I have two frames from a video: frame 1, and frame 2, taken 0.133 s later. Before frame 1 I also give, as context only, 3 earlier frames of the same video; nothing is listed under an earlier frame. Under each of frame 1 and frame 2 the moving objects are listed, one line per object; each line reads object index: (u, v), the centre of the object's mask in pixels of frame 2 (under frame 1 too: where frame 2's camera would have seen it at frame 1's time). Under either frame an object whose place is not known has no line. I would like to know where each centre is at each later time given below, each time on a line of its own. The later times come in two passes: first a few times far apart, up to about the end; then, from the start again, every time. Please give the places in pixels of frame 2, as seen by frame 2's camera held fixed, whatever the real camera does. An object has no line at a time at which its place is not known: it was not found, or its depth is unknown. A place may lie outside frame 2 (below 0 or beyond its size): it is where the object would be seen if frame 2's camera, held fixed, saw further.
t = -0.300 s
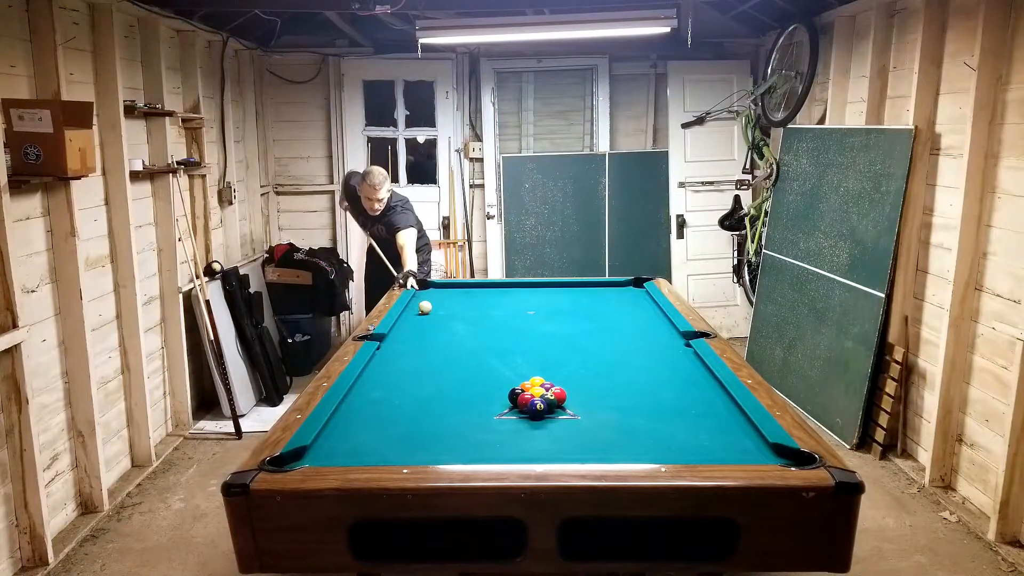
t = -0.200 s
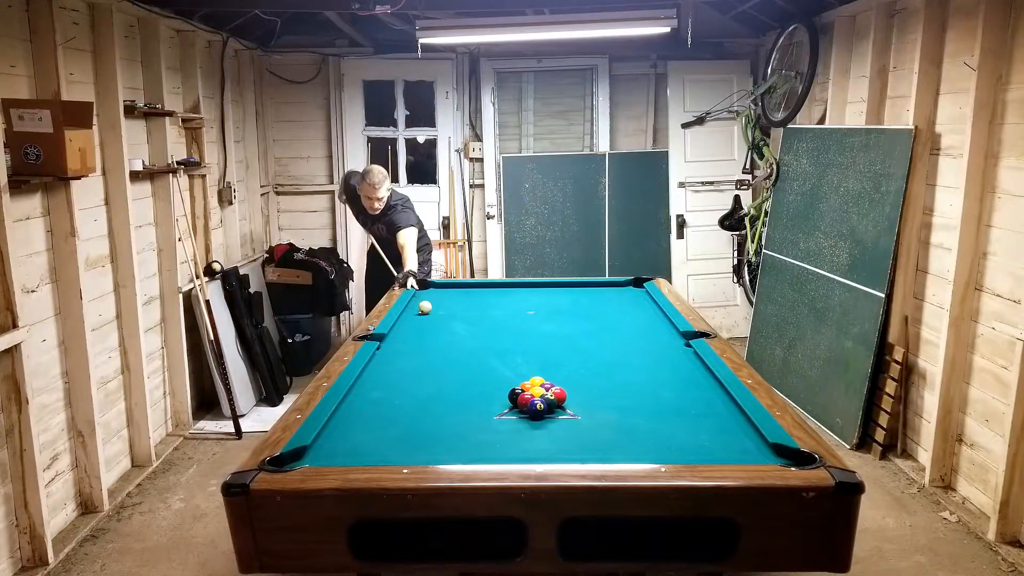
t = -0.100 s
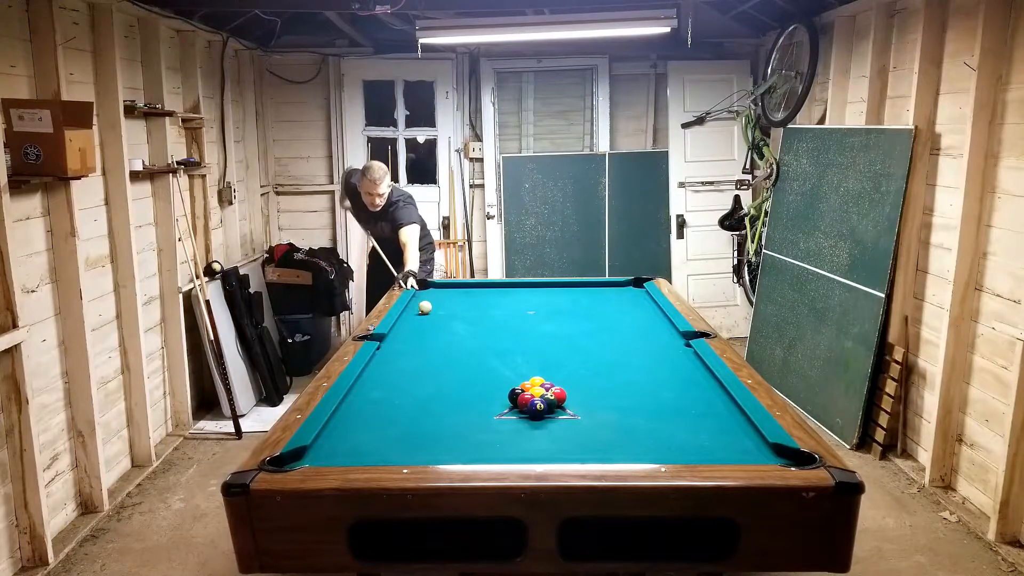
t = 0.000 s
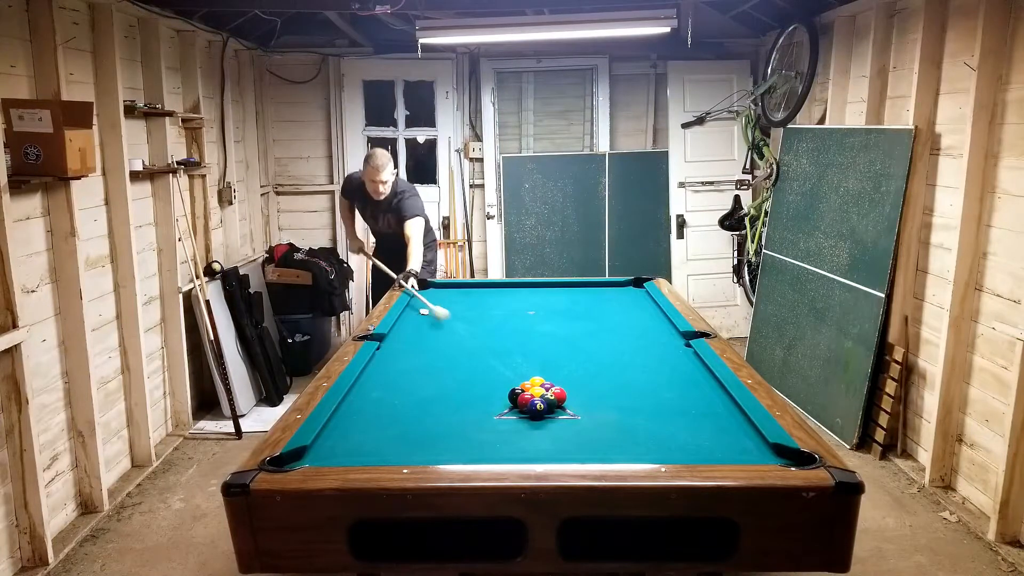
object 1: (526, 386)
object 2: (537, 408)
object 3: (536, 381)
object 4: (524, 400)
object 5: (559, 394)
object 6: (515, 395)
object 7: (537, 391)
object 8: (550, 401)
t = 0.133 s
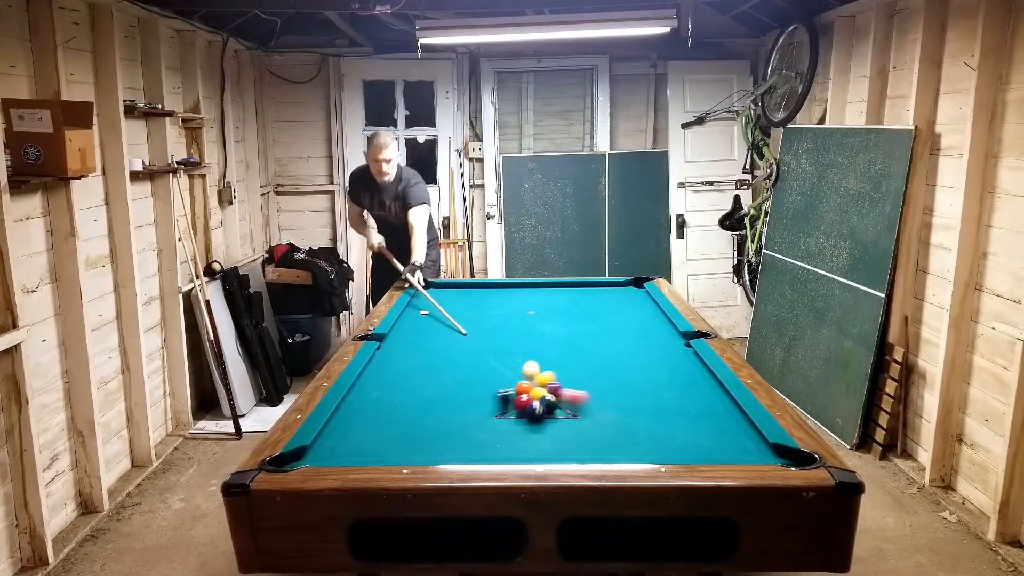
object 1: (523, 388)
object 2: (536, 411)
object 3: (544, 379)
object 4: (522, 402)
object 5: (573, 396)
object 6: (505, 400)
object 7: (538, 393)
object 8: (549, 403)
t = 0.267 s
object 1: (504, 386)
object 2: (522, 450)
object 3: (609, 371)
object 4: (493, 427)
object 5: (748, 432)
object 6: (383, 423)
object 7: (551, 400)
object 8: (554, 416)
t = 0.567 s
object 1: (467, 378)
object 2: (509, 401)
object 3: (678, 354)
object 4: (452, 440)
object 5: (519, 446)
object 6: (429, 445)
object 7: (579, 413)
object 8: (567, 445)
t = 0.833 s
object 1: (437, 371)
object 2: (502, 368)
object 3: (626, 342)
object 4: (441, 417)
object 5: (476, 413)
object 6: (441, 438)
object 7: (603, 422)
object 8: (571, 442)
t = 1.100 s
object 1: (410, 366)
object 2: (497, 343)
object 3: (583, 332)
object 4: (432, 400)
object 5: (458, 385)
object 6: (454, 418)
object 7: (627, 432)
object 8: (572, 427)
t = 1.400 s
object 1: (383, 360)
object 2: (492, 321)
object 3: (541, 322)
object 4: (423, 383)
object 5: (441, 360)
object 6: (466, 399)
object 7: (654, 441)
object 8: (572, 412)
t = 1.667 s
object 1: (389, 357)
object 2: (489, 306)
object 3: (510, 314)
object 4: (417, 370)
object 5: (429, 342)
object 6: (475, 384)
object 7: (676, 448)
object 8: (572, 401)
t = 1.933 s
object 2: (486, 293)
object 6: (483, 372)
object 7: (689, 449)
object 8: (572, 392)
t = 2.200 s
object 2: (484, 286)
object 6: (490, 362)
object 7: (695, 446)
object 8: (572, 384)
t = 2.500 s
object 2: (479, 293)
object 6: (495, 352)
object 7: (700, 444)
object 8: (571, 376)
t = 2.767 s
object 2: (475, 300)
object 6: (500, 345)
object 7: (702, 443)
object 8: (570, 370)
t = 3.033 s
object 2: (472, 307)
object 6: (503, 338)
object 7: (703, 442)
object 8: (570, 365)
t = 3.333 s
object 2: (468, 314)
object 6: (507, 332)
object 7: (703, 440)
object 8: (570, 360)
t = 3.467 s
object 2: (467, 318)
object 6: (508, 329)
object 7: (703, 440)
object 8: (570, 358)
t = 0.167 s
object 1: (519, 389)
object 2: (533, 422)
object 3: (562, 373)
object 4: (516, 409)
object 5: (617, 405)
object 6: (475, 405)
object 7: (541, 396)
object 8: (549, 408)
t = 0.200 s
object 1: (514, 388)
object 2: (529, 433)
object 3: (578, 369)
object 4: (509, 415)
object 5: (662, 414)
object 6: (445, 411)
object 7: (545, 396)
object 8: (550, 411)
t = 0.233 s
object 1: (509, 387)
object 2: (526, 444)
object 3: (594, 369)
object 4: (501, 422)
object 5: (709, 422)
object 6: (413, 417)
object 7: (548, 398)
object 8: (552, 413)
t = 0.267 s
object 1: (504, 386)
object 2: (522, 450)
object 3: (609, 371)
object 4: (493, 427)
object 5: (748, 432)
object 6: (383, 423)
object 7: (551, 400)
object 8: (554, 416)
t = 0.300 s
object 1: (500, 385)
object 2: (520, 446)
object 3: (624, 369)
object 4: (486, 433)
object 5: (721, 436)
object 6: (351, 429)
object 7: (555, 402)
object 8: (555, 420)
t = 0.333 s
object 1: (496, 384)
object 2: (518, 440)
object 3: (636, 368)
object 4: (479, 438)
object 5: (694, 439)
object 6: (329, 435)
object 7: (558, 403)
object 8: (557, 423)
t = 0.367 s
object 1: (491, 384)
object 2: (517, 433)
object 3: (649, 366)
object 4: (472, 444)
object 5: (668, 443)
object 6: (345, 437)
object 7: (561, 405)
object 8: (558, 426)
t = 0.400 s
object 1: (487, 383)
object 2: (515, 428)
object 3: (660, 364)
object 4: (464, 448)
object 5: (641, 446)
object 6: (361, 438)
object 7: (564, 407)
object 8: (559, 429)
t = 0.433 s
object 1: (483, 382)
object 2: (514, 422)
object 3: (670, 362)
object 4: (457, 451)
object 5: (616, 448)
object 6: (375, 440)
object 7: (567, 408)
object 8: (561, 433)
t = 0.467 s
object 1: (478, 381)
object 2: (513, 417)
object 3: (680, 360)
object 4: (456, 448)
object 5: (591, 449)
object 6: (389, 442)
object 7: (570, 409)
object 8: (562, 436)
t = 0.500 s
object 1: (475, 380)
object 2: (512, 411)
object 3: (690, 358)
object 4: (455, 446)
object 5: (566, 448)
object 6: (402, 442)
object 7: (573, 410)
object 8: (564, 435)
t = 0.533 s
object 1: (470, 379)
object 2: (510, 406)
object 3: (687, 356)
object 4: (453, 443)
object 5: (542, 447)
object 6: (416, 444)
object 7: (576, 411)
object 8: (566, 443)
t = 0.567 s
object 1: (467, 378)
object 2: (509, 401)
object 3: (678, 354)
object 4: (452, 440)
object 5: (519, 446)
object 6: (429, 445)
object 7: (579, 413)
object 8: (567, 445)
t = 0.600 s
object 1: (463, 377)
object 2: (509, 397)
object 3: (671, 353)
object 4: (452, 434)
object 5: (497, 445)
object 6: (445, 445)
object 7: (582, 414)
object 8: (569, 448)
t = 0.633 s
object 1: (459, 376)
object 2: (507, 392)
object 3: (664, 351)
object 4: (448, 432)
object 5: (477, 443)
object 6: (453, 448)
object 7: (585, 415)
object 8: (570, 450)
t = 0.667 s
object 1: (455, 375)
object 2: (507, 388)
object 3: (657, 350)
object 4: (447, 431)
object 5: (480, 438)
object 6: (443, 450)
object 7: (588, 416)
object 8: (570, 449)
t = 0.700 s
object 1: (451, 374)
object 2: (506, 384)
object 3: (651, 348)
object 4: (446, 428)
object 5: (481, 432)
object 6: (439, 449)
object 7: (591, 418)
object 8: (570, 447)
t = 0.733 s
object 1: (447, 374)
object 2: (505, 380)
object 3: (645, 346)
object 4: (445, 426)
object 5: (481, 427)
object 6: (438, 446)
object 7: (594, 419)
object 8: (571, 446)
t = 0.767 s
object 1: (444, 373)
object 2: (504, 376)
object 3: (638, 345)
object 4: (443, 423)
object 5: (481, 422)
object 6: (438, 444)
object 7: (597, 420)
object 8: (571, 445)
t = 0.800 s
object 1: (440, 372)
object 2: (503, 372)
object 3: (632, 344)
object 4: (442, 420)
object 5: (479, 418)
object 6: (439, 441)
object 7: (600, 421)
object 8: (571, 444)
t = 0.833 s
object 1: (437, 371)
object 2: (502, 368)
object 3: (626, 342)
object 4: (441, 417)
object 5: (476, 413)
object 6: (441, 438)
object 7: (603, 422)
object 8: (571, 442)
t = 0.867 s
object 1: (433, 371)
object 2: (501, 365)
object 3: (620, 341)
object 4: (439, 415)
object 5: (474, 409)
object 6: (443, 435)
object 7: (606, 423)
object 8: (571, 440)
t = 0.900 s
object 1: (430, 370)
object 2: (501, 362)
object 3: (615, 339)
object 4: (438, 413)
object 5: (471, 406)
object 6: (444, 433)
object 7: (609, 424)
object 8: (571, 438)
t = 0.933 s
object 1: (426, 369)
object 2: (500, 358)
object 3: (609, 338)
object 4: (437, 410)
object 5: (469, 402)
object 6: (446, 430)
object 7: (612, 426)
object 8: (571, 436)
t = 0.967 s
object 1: (423, 368)
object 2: (499, 355)
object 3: (604, 337)
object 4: (436, 409)
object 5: (466, 399)
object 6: (448, 428)
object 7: (615, 427)
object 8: (571, 434)
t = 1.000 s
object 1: (419, 368)
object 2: (499, 352)
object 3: (598, 335)
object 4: (435, 406)
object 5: (464, 395)
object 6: (450, 425)
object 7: (618, 428)
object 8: (571, 432)
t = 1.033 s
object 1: (416, 367)
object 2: (498, 349)
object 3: (593, 334)
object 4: (434, 404)
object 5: (462, 392)
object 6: (451, 423)
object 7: (621, 429)
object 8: (572, 430)
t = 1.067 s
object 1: (413, 366)
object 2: (497, 346)
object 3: (588, 333)
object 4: (433, 402)
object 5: (460, 388)
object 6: (453, 420)
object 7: (624, 430)
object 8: (571, 429)
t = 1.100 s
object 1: (410, 366)
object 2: (497, 343)
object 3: (583, 332)
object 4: (432, 400)
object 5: (458, 385)
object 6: (454, 418)
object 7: (627, 432)
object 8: (572, 427)
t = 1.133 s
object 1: (406, 365)
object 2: (496, 341)
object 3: (578, 330)
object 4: (431, 398)
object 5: (456, 382)
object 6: (456, 416)
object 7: (630, 433)
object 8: (572, 425)
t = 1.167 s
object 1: (403, 364)
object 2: (496, 338)
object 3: (573, 329)
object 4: (430, 396)
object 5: (454, 379)
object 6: (457, 413)
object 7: (633, 434)
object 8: (572, 424)
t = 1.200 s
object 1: (400, 364)
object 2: (495, 335)
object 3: (568, 328)
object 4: (429, 394)
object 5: (452, 376)
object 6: (458, 411)
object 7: (636, 435)
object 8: (572, 422)
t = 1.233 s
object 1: (397, 363)
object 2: (495, 333)
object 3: (563, 327)
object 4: (428, 392)
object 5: (450, 373)
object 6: (460, 409)
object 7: (639, 436)
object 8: (572, 420)
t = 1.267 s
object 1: (394, 362)
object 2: (494, 330)
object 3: (559, 326)
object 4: (427, 390)
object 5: (448, 370)
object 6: (461, 407)
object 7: (642, 437)
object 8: (572, 418)
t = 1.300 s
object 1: (391, 362)
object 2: (493, 328)
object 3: (554, 325)
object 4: (426, 388)
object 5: (446, 368)
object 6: (463, 404)
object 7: (645, 439)
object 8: (572, 417)
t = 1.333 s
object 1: (388, 361)
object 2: (493, 326)
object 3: (550, 324)
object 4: (425, 387)
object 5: (445, 365)
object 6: (464, 403)
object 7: (648, 440)
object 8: (572, 416)
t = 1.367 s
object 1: (386, 361)
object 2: (493, 324)
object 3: (546, 323)
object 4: (424, 385)
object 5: (443, 363)
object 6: (465, 401)
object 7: (651, 441)
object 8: (572, 413)
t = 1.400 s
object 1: (383, 360)
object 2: (492, 321)
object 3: (541, 322)
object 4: (423, 383)
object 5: (441, 360)
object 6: (466, 399)
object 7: (654, 441)
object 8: (572, 412)
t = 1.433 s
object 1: (380, 360)
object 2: (492, 319)
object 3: (537, 321)
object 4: (423, 381)
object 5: (440, 358)
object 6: (468, 397)
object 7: (657, 443)
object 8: (572, 411)
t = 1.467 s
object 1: (378, 359)
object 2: (491, 317)
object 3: (533, 320)
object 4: (422, 380)
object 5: (438, 355)
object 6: (469, 395)
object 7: (660, 444)
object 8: (572, 409)
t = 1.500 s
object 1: (379, 358)
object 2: (491, 315)
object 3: (529, 318)
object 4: (421, 378)
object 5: (436, 353)
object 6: (470, 393)
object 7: (663, 444)
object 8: (572, 408)
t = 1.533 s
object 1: (381, 358)
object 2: (490, 313)
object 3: (525, 318)
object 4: (420, 377)
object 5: (435, 351)
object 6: (471, 391)
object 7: (665, 446)
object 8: (572, 407)
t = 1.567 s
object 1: (383, 358)
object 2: (490, 312)
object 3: (521, 317)
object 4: (419, 375)
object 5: (433, 349)
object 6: (472, 389)
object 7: (668, 446)
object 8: (572, 405)
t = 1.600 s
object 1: (385, 357)
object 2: (489, 310)
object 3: (517, 316)
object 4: (418, 374)
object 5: (432, 347)
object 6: (473, 388)
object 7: (671, 447)
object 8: (572, 404)
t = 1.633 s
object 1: (387, 357)
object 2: (489, 308)
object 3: (513, 315)
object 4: (418, 372)
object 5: (430, 344)
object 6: (474, 386)
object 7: (673, 447)
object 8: (572, 403)
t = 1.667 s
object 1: (389, 357)
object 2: (489, 306)
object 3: (510, 314)
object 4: (417, 370)
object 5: (429, 342)
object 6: (475, 384)
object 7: (676, 448)
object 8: (572, 401)
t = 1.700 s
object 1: (391, 356)
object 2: (488, 304)
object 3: (506, 313)
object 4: (416, 369)
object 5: (428, 340)
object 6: (476, 383)
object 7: (678, 449)
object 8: (572, 400)
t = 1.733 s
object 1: (393, 356)
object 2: (488, 303)
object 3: (503, 312)
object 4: (416, 368)
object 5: (426, 338)
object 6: (478, 381)
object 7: (681, 449)
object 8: (572, 399)
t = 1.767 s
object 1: (395, 356)
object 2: (488, 301)
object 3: (500, 311)
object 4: (415, 366)
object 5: (425, 337)
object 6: (479, 380)
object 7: (683, 450)
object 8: (572, 398)
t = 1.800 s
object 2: (487, 300)
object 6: (480, 378)
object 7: (685, 450)
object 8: (572, 396)
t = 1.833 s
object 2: (487, 298)
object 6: (481, 376)
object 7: (686, 450)
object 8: (572, 395)
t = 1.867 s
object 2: (486, 296)
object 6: (481, 375)
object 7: (687, 449)
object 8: (572, 394)
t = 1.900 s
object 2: (486, 295)
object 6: (482, 374)
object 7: (688, 449)
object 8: (572, 393)
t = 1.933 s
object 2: (486, 293)
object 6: (483, 372)
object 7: (689, 449)
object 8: (572, 392)
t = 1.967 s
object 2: (486, 292)
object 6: (484, 371)
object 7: (689, 449)
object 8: (572, 391)
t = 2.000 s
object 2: (485, 290)
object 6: (485, 370)
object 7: (690, 448)
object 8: (572, 390)
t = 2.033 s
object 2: (485, 289)
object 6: (486, 368)
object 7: (691, 448)
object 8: (572, 389)
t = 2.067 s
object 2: (485, 288)
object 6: (487, 367)
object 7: (692, 448)
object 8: (572, 388)
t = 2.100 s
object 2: (485, 287)
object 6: (487, 366)
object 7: (693, 447)
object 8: (572, 387)
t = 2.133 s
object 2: (484, 286)
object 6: (488, 364)
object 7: (693, 447)
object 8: (572, 386)
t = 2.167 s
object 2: (484, 285)
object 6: (489, 363)
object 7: (694, 447)
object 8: (572, 385)
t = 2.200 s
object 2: (484, 286)
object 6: (490, 362)
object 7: (695, 446)
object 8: (572, 384)
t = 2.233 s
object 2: (483, 287)
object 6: (490, 360)
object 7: (696, 446)
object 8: (572, 383)
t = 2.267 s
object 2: (483, 287)
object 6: (491, 359)
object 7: (696, 446)
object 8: (571, 382)
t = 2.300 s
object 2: (482, 288)
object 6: (492, 358)
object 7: (697, 446)
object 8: (571, 381)
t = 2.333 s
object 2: (481, 289)
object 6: (493, 357)
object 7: (697, 446)
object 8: (571, 380)
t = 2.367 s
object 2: (481, 290)
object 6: (493, 356)
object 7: (698, 445)
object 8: (571, 379)
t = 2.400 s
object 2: (480, 291)
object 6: (494, 355)
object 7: (699, 445)
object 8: (571, 379)
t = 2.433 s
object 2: (480, 291)
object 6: (494, 354)
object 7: (699, 445)
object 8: (571, 377)
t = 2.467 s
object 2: (480, 292)
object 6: (495, 353)
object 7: (700, 445)
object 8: (571, 377)
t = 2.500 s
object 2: (479, 293)
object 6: (495, 352)
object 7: (700, 444)
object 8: (571, 376)
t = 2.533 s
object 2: (479, 294)
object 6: (496, 351)
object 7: (701, 444)
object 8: (571, 375)
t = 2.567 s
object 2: (478, 295)
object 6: (497, 350)
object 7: (701, 444)
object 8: (571, 374)
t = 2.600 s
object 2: (477, 295)
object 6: (497, 349)
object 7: (701, 444)
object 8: (570, 374)
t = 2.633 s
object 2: (477, 296)
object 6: (498, 348)
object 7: (702, 443)
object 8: (570, 373)
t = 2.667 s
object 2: (476, 297)
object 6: (498, 347)
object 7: (702, 443)
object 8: (570, 372)
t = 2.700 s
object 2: (476, 298)
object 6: (499, 346)
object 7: (702, 443)
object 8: (570, 371)
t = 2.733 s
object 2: (476, 299)
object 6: (499, 345)
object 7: (702, 443)
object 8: (570, 371)
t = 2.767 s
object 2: (475, 300)
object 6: (500, 345)
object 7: (702, 443)
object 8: (570, 370)
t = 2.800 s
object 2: (475, 301)
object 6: (500, 344)
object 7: (702, 442)
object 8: (570, 369)
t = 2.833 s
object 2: (474, 301)
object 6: (501, 343)
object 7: (703, 442)
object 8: (570, 368)
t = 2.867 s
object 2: (474, 302)
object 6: (501, 342)
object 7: (703, 442)
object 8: (570, 368)
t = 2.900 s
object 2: (473, 303)
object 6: (501, 341)
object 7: (703, 442)
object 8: (570, 367)
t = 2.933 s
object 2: (473, 304)
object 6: (502, 340)
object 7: (703, 442)
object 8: (570, 367)
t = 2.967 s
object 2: (472, 305)
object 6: (502, 339)
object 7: (703, 442)
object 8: (570, 366)
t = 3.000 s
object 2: (472, 306)
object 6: (503, 339)
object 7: (703, 441)
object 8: (570, 365)
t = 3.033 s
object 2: (472, 307)
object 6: (503, 338)
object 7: (703, 442)
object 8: (570, 365)
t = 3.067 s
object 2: (471, 307)
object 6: (504, 337)
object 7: (703, 441)
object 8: (570, 364)
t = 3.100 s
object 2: (471, 308)
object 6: (504, 336)
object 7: (703, 441)
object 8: (570, 364)
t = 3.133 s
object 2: (471, 309)
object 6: (504, 336)
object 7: (703, 441)
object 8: (570, 363)
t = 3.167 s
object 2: (470, 310)
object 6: (505, 335)
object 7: (703, 441)
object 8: (570, 363)
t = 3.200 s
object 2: (470, 311)
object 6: (505, 334)
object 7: (703, 441)
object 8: (570, 362)
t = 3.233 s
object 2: (469, 312)
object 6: (506, 333)
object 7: (703, 440)
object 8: (570, 362)
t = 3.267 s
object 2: (469, 312)
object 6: (506, 333)
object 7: (703, 440)
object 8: (570, 361)
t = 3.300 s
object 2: (469, 313)
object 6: (507, 332)
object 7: (703, 440)
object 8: (570, 361)
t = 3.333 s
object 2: (468, 314)
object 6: (507, 332)
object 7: (703, 440)
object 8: (570, 360)
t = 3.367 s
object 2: (468, 315)
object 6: (507, 331)
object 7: (703, 440)
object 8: (570, 360)
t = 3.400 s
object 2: (468, 316)
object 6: (508, 330)
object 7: (703, 440)
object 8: (570, 359)
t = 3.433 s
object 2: (468, 317)
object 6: (508, 330)
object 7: (703, 440)
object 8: (570, 359)
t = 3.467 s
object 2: (467, 318)
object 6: (508, 329)
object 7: (703, 440)
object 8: (570, 358)
